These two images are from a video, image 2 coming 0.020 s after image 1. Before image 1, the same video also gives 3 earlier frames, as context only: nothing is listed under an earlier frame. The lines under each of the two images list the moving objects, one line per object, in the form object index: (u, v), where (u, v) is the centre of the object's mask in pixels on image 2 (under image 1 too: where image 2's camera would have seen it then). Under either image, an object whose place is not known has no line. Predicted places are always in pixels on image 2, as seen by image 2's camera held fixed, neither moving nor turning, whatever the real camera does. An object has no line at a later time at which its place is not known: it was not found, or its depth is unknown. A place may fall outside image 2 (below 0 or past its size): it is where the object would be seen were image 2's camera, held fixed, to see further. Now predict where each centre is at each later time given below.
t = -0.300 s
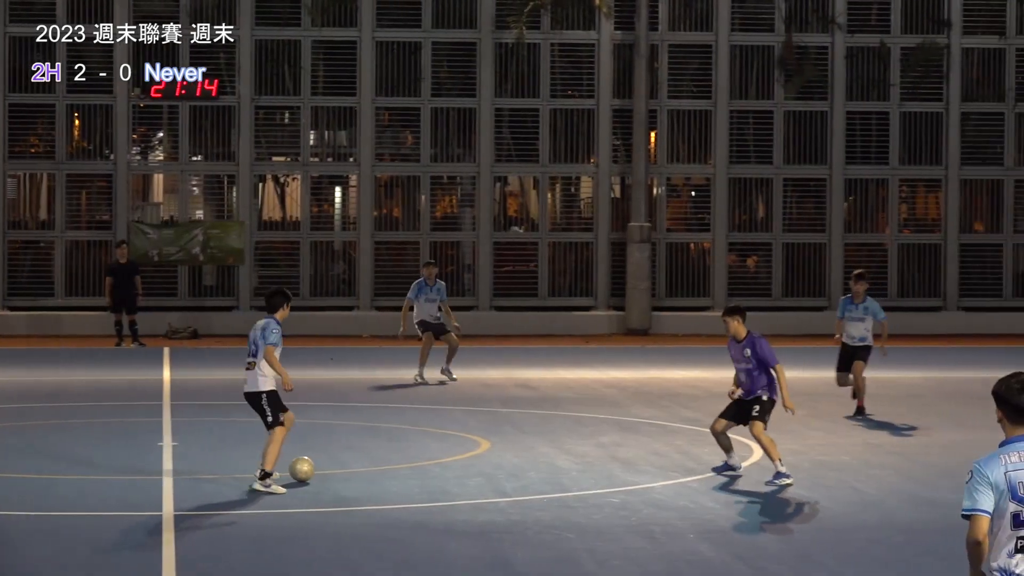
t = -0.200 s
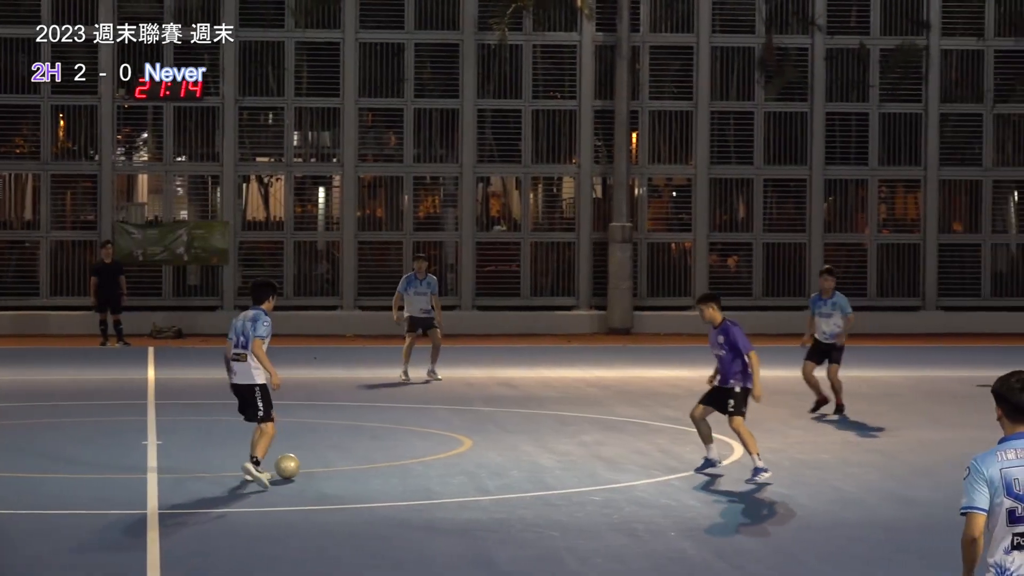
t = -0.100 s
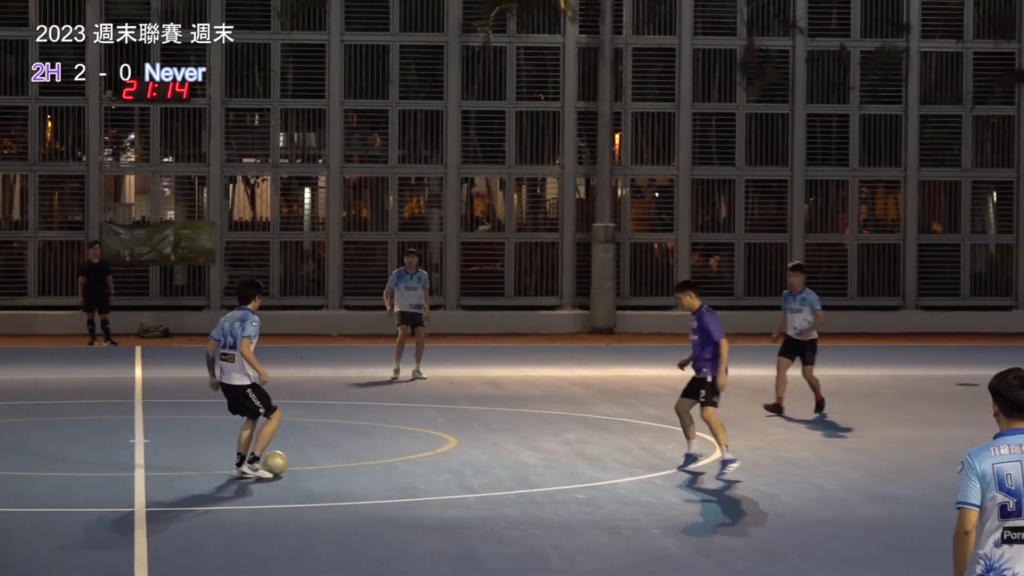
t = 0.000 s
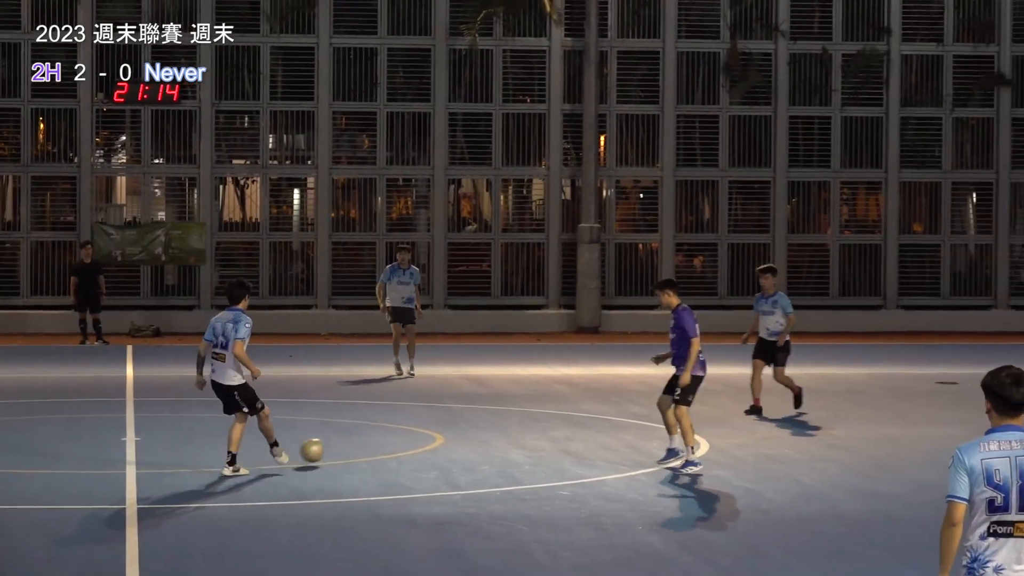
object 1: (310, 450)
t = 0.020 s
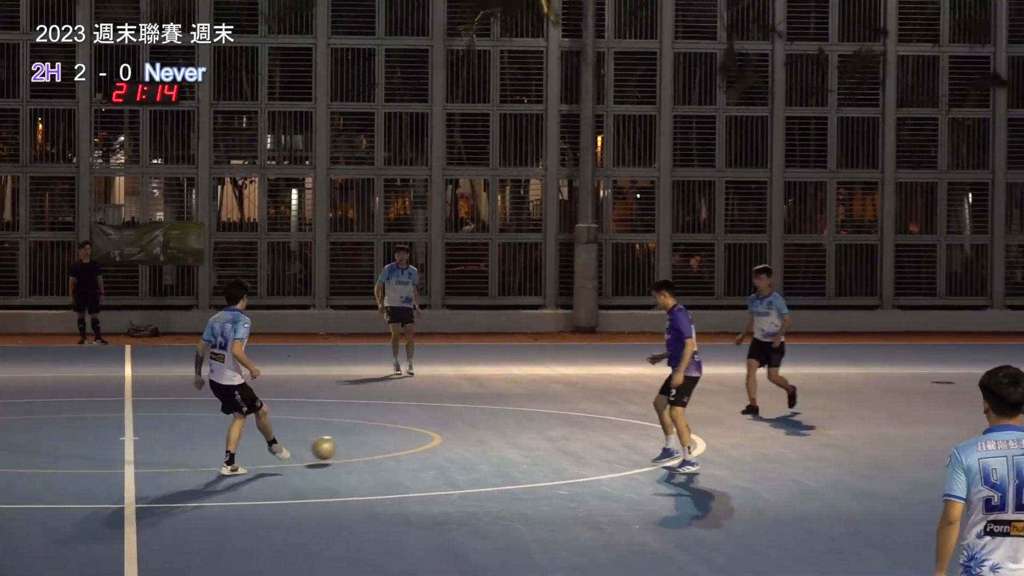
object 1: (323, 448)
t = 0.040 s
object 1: (336, 447)
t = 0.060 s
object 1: (349, 447)
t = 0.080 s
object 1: (362, 446)
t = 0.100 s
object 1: (373, 444)
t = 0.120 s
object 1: (383, 441)
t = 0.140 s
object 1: (393, 440)
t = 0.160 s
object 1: (404, 439)
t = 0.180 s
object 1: (414, 438)
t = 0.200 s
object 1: (423, 437)
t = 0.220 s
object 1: (433, 436)
